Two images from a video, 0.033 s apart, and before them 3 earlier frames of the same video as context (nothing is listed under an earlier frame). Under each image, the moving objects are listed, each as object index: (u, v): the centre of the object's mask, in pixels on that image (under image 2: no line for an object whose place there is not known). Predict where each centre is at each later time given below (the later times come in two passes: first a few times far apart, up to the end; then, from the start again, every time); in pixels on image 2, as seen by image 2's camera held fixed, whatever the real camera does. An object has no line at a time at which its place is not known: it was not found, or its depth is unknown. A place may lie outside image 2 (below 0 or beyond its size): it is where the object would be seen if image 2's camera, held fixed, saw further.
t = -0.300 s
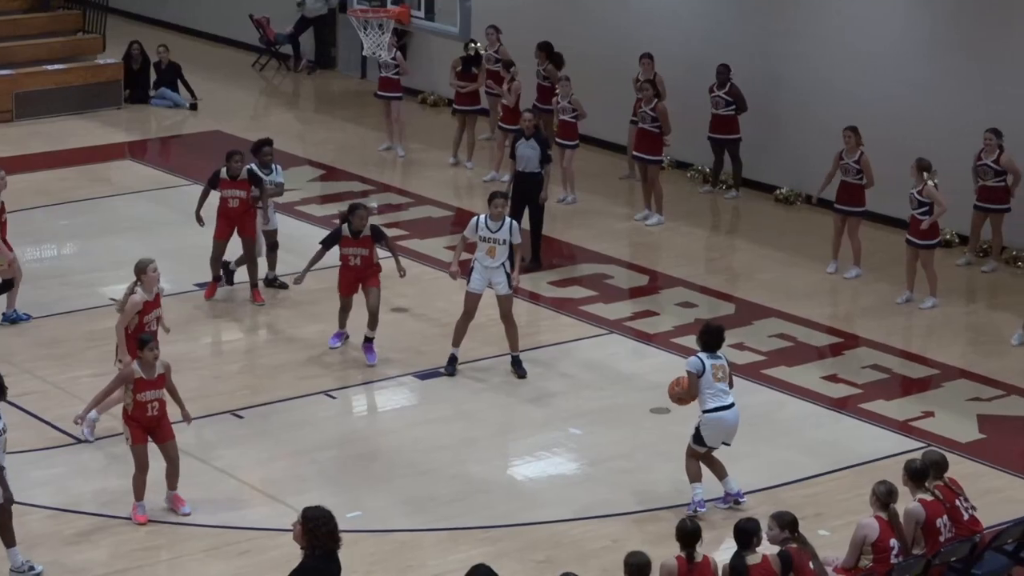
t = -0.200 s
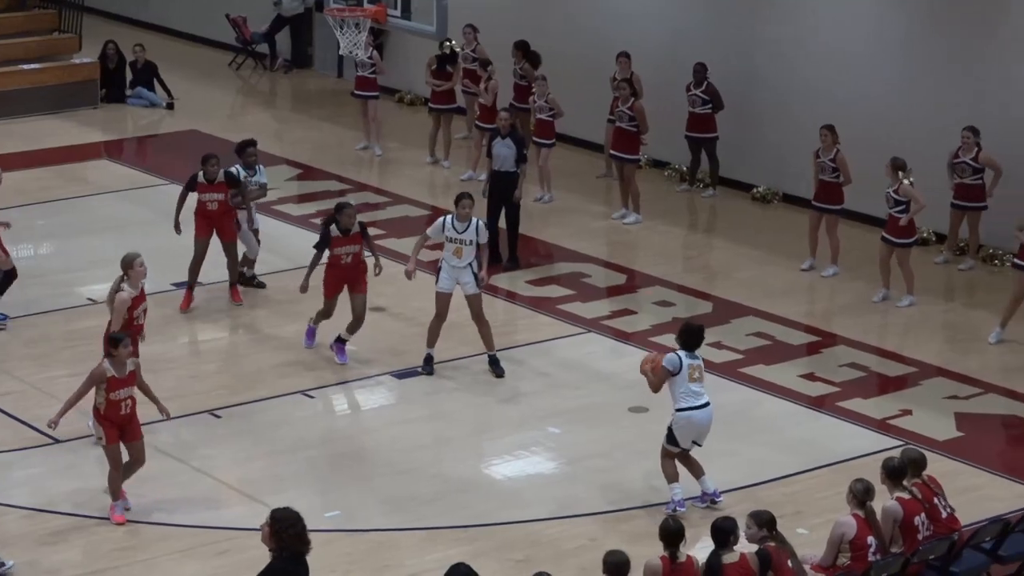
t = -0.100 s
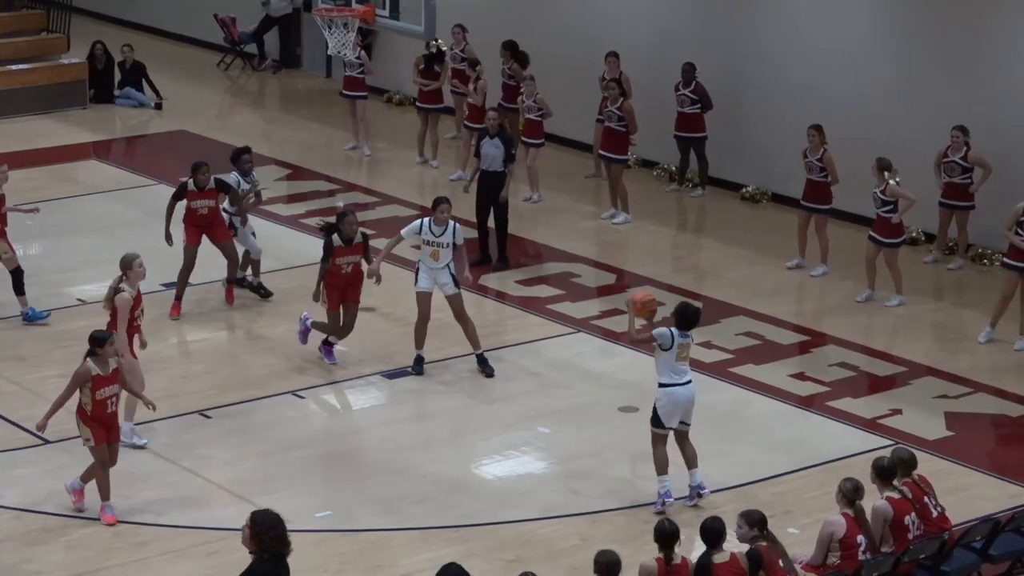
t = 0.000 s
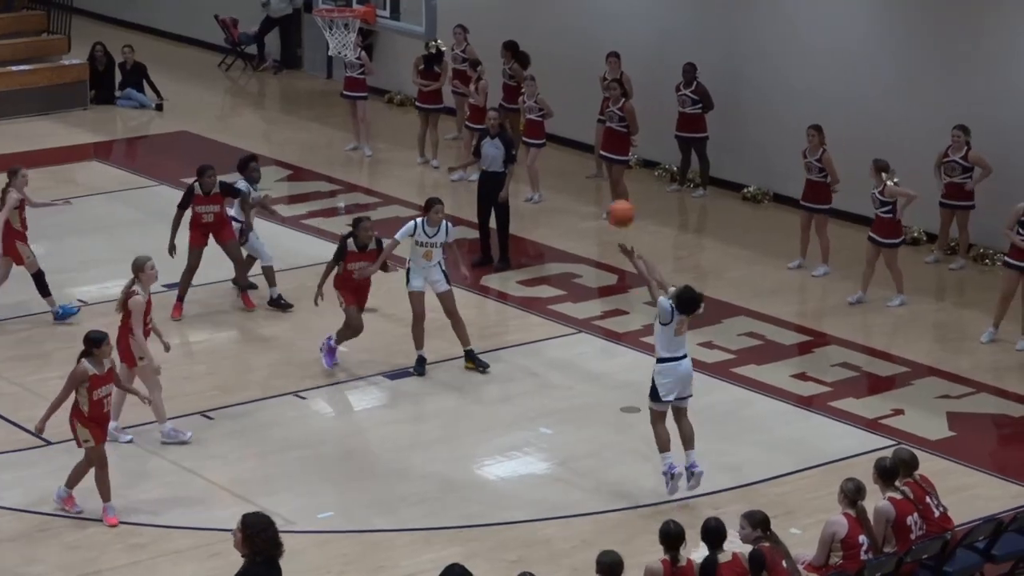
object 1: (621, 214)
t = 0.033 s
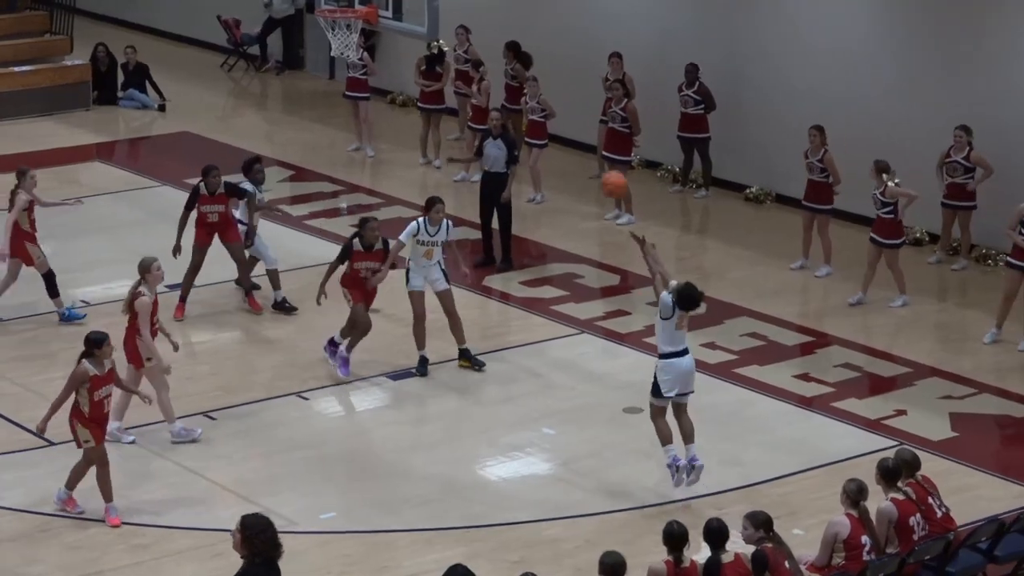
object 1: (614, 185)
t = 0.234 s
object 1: (559, 35)
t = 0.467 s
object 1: (499, -76)
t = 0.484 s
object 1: (495, -81)
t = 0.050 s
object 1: (610, 170)
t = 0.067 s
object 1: (604, 155)
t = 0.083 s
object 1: (599, 141)
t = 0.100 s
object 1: (595, 129)
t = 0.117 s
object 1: (590, 116)
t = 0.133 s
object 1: (586, 103)
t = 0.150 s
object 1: (581, 91)
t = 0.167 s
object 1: (577, 79)
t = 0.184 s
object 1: (573, 68)
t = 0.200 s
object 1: (568, 56)
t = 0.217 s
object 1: (564, 46)
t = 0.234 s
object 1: (559, 35)
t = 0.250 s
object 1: (556, 25)
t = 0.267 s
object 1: (551, 16)
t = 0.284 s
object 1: (547, 6)
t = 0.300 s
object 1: (542, -4)
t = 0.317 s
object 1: (538, -13)
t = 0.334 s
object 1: (534, -22)
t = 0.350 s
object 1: (529, -30)
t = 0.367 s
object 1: (525, -38)
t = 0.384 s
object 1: (521, -45)
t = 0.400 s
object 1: (517, -52)
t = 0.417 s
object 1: (512, -58)
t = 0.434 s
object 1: (508, -65)
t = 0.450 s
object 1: (504, -71)
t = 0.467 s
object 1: (499, -76)
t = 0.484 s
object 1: (495, -81)
